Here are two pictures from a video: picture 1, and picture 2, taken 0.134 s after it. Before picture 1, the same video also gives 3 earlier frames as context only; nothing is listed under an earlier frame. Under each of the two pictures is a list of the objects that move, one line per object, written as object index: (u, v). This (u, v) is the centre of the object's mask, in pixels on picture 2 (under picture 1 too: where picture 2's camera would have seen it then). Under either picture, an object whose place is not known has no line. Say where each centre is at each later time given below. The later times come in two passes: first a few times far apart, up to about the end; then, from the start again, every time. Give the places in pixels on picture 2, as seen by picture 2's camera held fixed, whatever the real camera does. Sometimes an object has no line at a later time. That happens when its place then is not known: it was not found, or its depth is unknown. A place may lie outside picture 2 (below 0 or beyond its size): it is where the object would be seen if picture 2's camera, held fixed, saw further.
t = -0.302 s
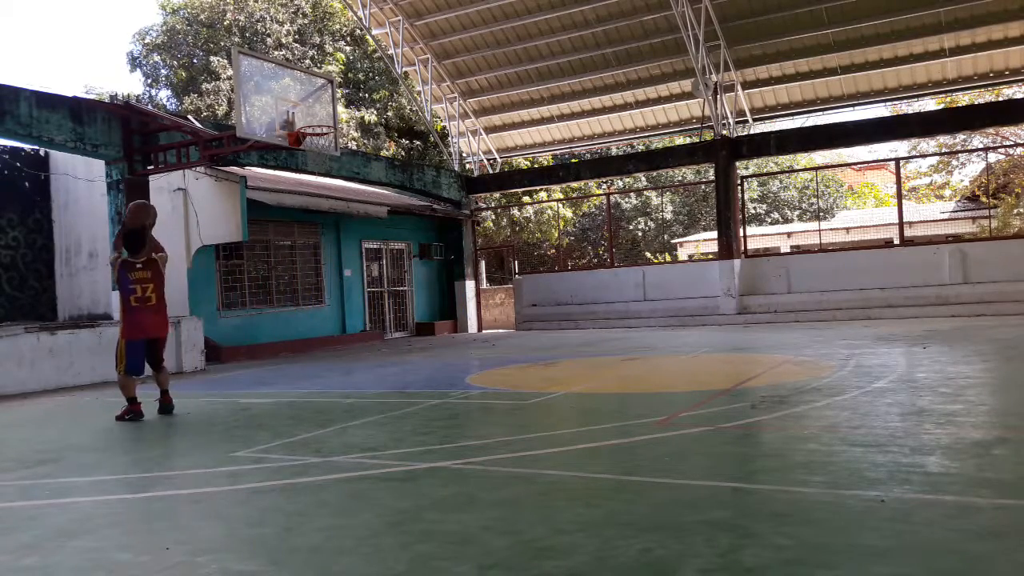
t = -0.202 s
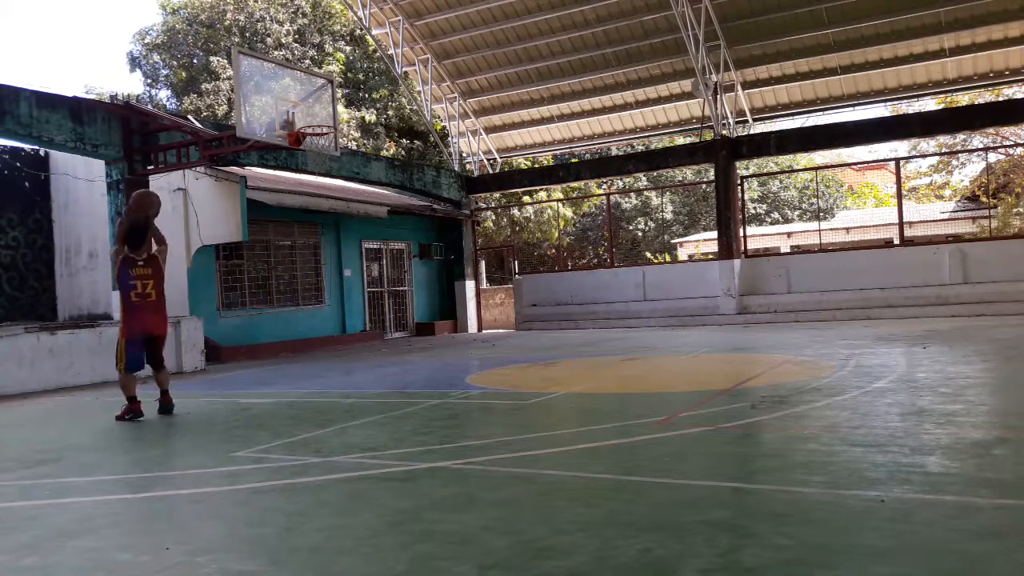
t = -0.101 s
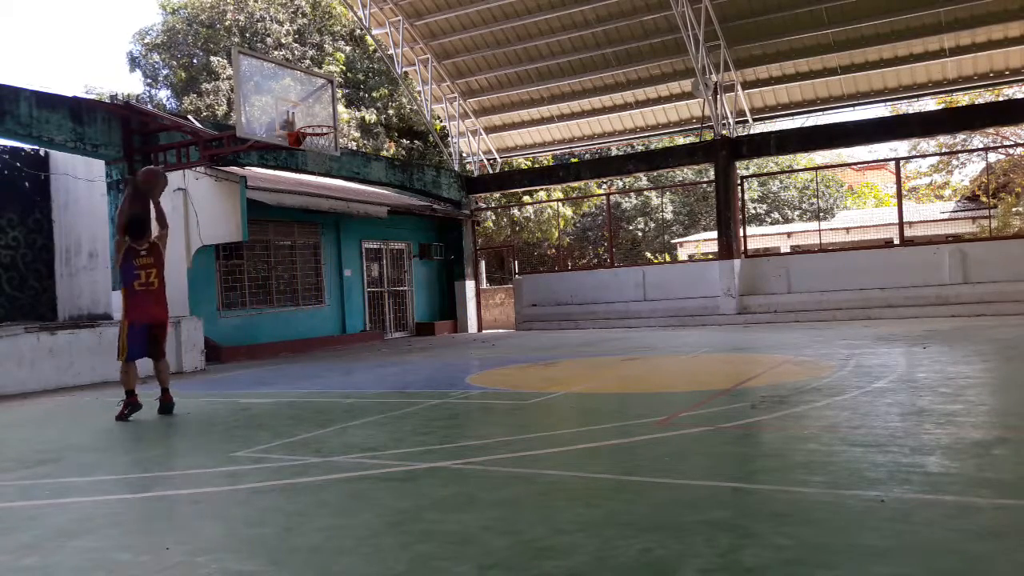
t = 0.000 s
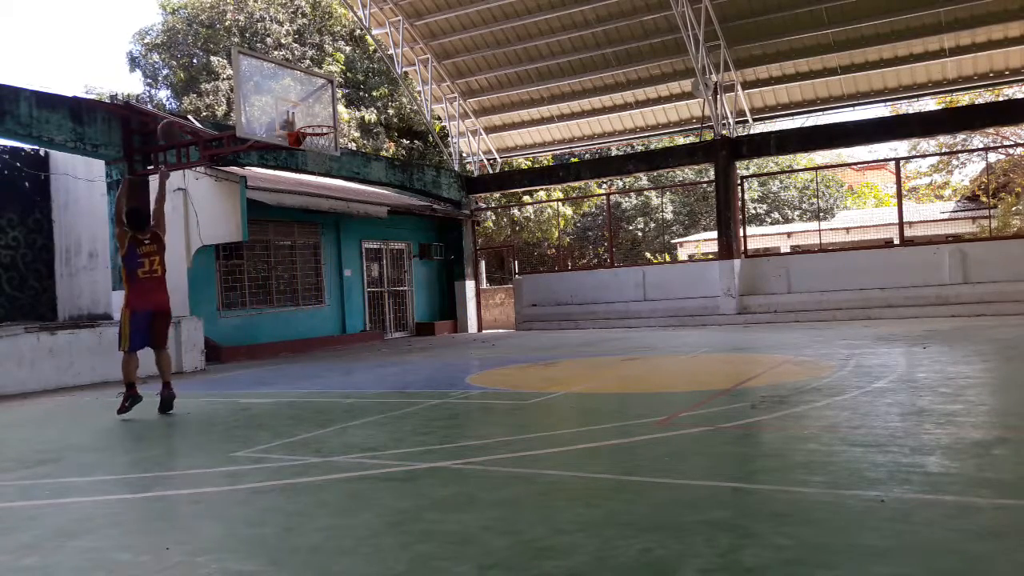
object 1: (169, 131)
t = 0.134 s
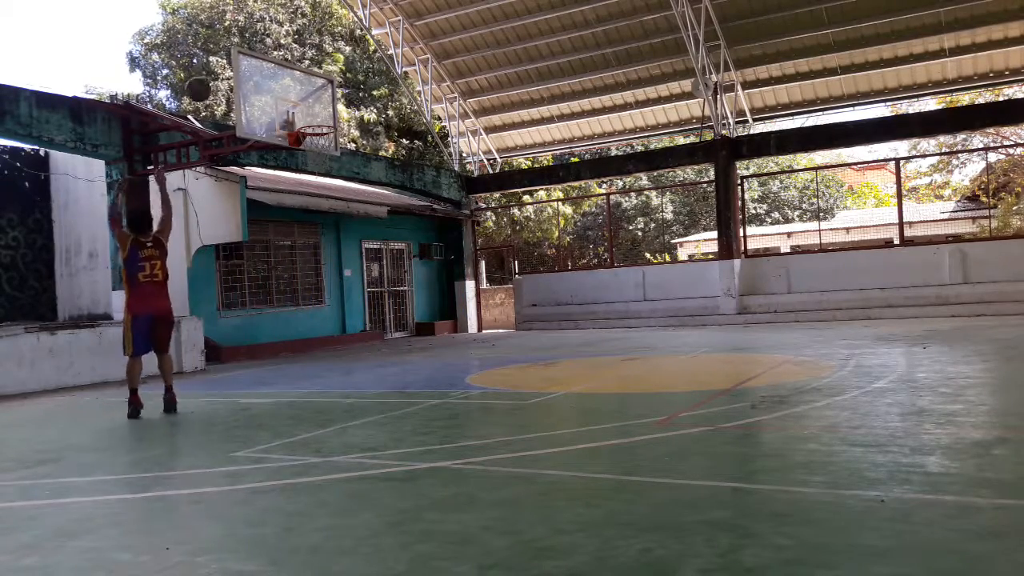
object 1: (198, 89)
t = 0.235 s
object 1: (216, 72)
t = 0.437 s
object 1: (248, 68)
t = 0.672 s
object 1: (290, 95)
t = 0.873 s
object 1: (320, 135)
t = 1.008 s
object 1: (302, 148)
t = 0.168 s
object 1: (204, 83)
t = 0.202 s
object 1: (211, 77)
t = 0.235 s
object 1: (216, 72)
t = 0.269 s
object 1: (221, 69)
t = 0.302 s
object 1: (227, 67)
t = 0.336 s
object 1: (233, 66)
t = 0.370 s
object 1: (238, 65)
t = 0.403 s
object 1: (242, 66)
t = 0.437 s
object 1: (248, 68)
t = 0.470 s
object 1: (252, 71)
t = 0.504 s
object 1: (257, 74)
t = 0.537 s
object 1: (262, 79)
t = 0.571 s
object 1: (267, 83)
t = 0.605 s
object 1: (275, 86)
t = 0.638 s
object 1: (283, 90)
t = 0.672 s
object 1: (290, 95)
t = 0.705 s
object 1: (298, 100)
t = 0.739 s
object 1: (306, 107)
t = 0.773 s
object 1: (313, 114)
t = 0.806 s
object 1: (321, 122)
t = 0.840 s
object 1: (326, 129)
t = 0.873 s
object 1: (320, 135)
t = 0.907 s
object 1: (314, 140)
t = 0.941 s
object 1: (309, 145)
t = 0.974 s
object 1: (305, 149)
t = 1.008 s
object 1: (302, 148)
